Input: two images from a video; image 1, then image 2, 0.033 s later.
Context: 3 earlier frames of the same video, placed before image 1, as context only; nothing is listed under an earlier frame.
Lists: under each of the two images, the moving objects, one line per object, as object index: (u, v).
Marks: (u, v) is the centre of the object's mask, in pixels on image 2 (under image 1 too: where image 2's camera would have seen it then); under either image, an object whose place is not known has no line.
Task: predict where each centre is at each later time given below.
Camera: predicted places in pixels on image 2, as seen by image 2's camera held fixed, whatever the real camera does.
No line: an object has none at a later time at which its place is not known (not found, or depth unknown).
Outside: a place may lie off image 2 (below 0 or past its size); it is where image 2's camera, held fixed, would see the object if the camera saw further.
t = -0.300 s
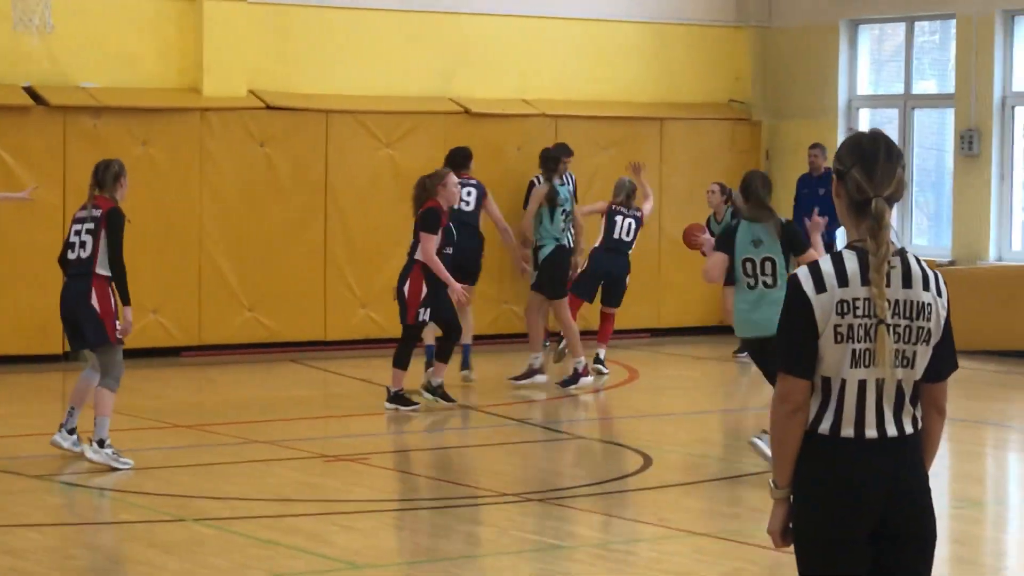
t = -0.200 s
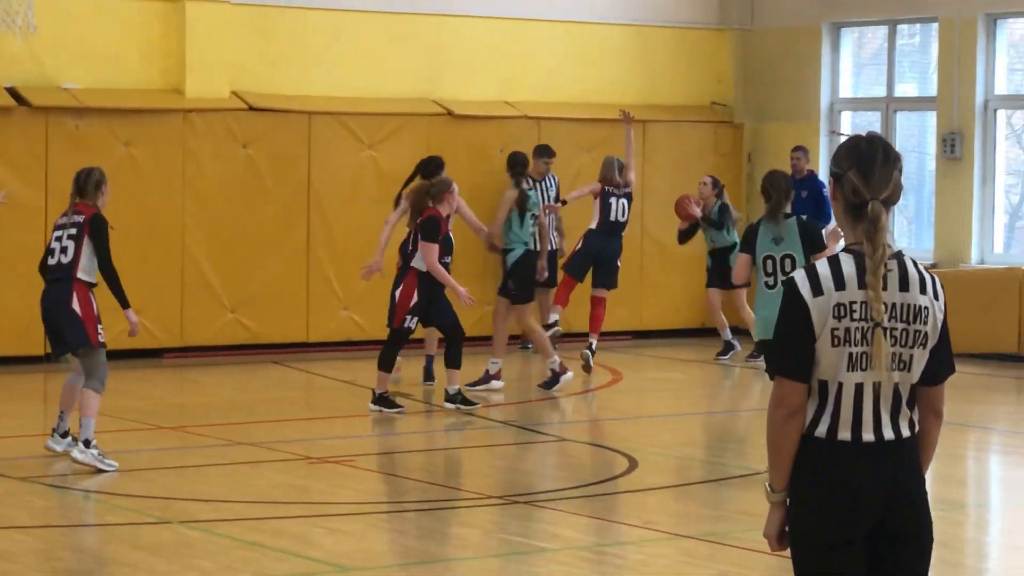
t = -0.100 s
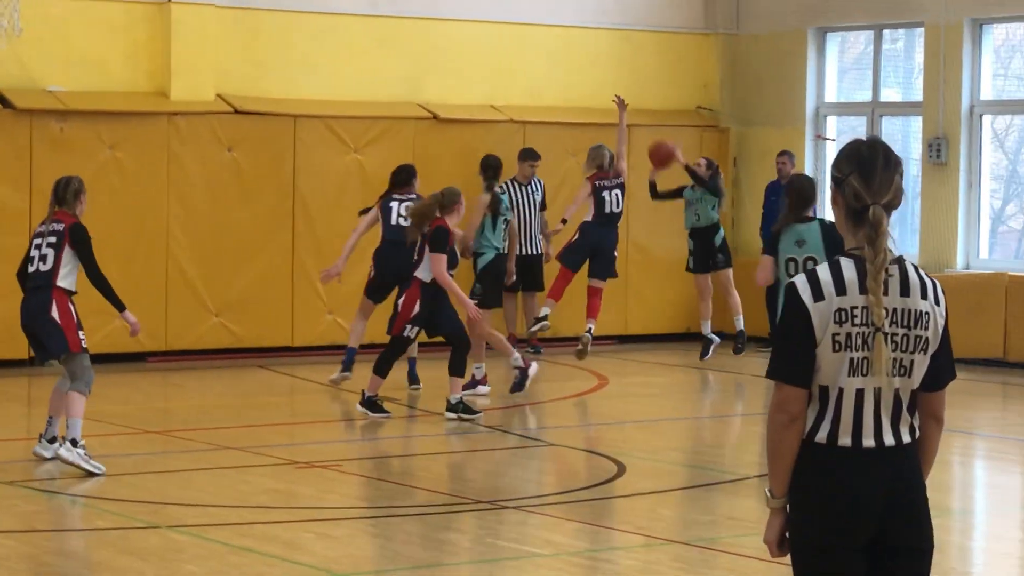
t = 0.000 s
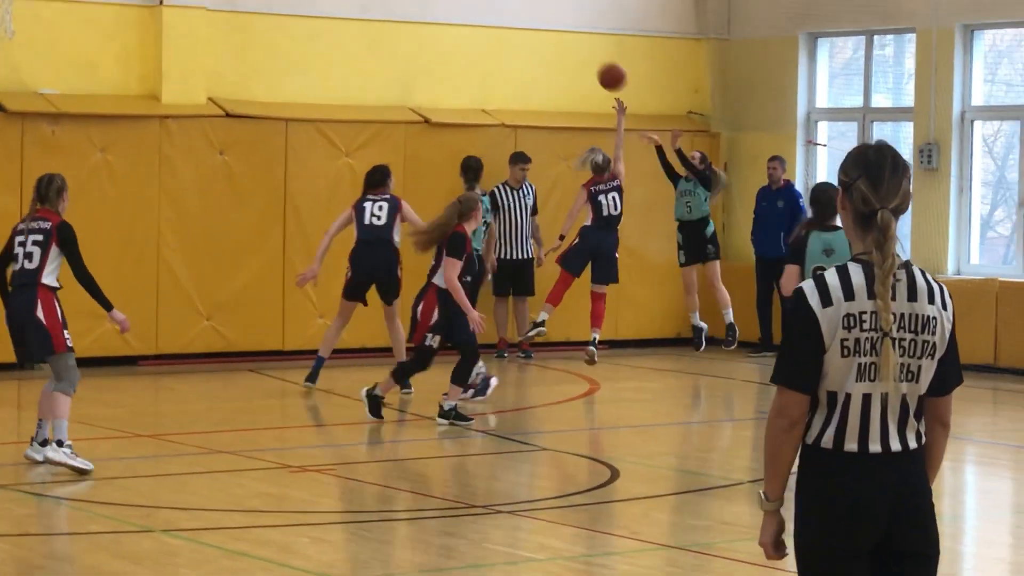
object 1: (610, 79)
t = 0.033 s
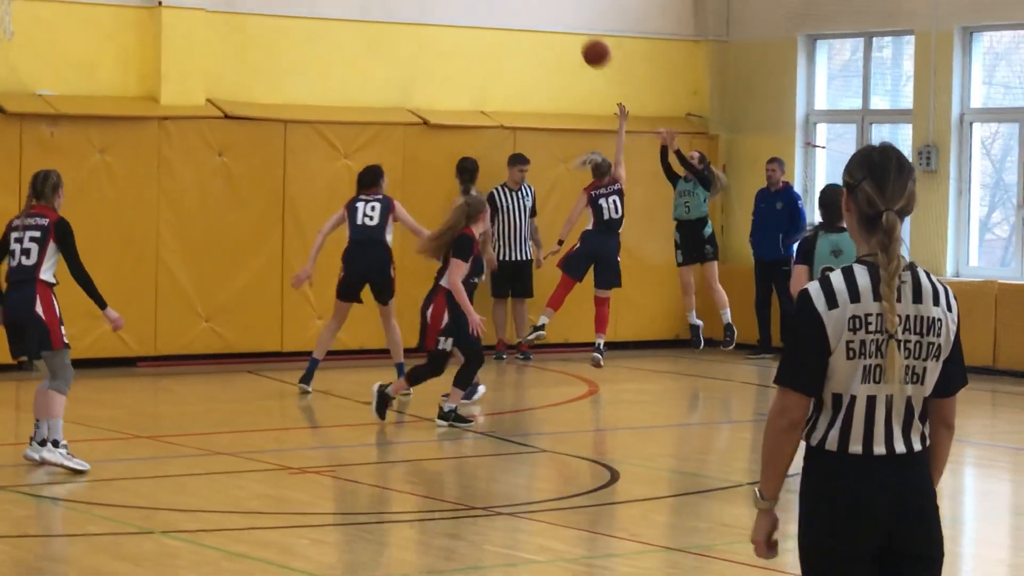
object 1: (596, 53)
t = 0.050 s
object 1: (588, 40)
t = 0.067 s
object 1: (581, 29)
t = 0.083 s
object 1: (574, 17)
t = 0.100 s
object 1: (566, 7)
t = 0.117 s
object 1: (558, 1)
